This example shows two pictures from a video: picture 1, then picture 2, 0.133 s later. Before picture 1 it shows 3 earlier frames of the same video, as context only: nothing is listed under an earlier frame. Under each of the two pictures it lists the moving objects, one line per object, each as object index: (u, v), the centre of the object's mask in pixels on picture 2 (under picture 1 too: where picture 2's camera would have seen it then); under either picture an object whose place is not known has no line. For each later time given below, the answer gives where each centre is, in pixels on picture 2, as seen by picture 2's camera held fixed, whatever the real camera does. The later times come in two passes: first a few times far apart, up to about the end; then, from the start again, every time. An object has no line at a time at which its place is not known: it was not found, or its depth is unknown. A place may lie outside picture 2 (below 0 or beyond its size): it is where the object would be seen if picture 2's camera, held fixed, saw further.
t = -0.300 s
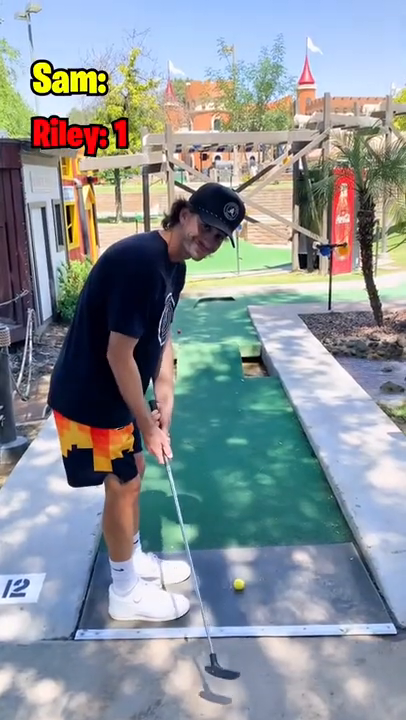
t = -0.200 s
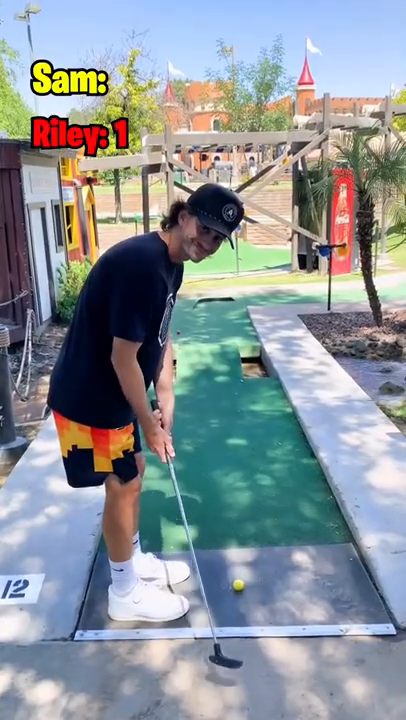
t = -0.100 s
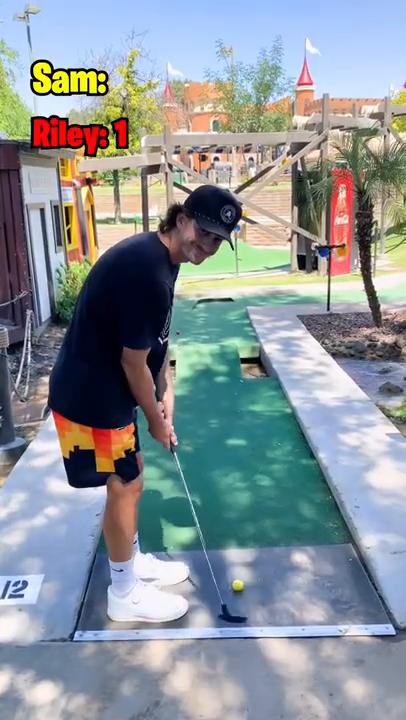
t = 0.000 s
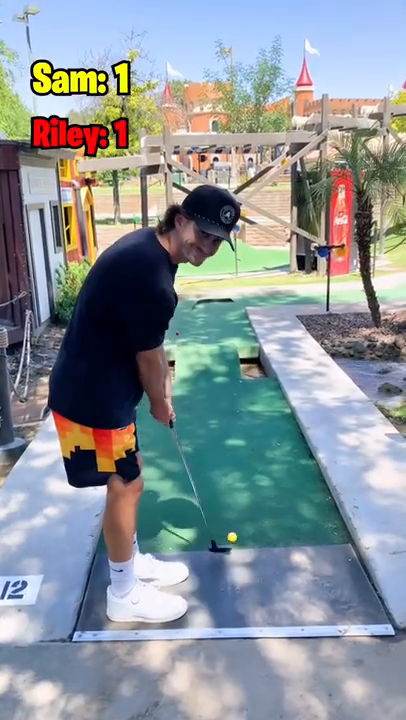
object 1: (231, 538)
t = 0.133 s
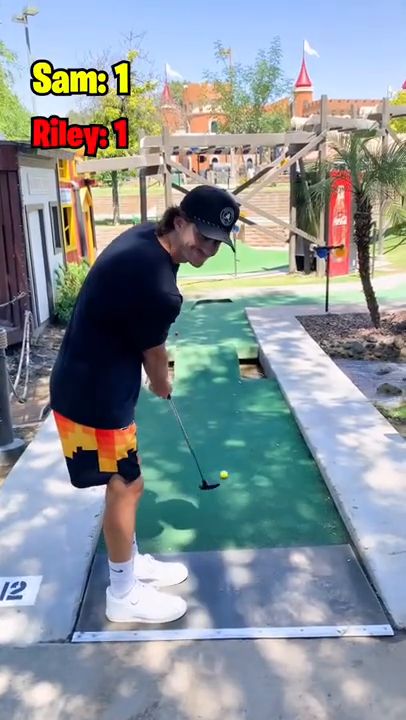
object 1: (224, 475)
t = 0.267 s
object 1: (219, 434)
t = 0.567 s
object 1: (212, 380)
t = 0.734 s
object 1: (208, 351)
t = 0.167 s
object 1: (222, 462)
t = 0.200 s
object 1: (221, 452)
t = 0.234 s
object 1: (220, 442)
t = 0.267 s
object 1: (219, 434)
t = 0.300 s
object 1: (218, 426)
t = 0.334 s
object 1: (216, 419)
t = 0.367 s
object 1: (216, 413)
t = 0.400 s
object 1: (215, 406)
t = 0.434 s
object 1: (214, 401)
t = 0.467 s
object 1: (213, 395)
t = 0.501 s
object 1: (213, 390)
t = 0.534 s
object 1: (212, 386)
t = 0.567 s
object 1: (212, 380)
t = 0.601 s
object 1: (211, 375)
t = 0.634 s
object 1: (209, 368)
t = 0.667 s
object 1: (209, 362)
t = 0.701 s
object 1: (208, 355)
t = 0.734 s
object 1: (208, 351)
